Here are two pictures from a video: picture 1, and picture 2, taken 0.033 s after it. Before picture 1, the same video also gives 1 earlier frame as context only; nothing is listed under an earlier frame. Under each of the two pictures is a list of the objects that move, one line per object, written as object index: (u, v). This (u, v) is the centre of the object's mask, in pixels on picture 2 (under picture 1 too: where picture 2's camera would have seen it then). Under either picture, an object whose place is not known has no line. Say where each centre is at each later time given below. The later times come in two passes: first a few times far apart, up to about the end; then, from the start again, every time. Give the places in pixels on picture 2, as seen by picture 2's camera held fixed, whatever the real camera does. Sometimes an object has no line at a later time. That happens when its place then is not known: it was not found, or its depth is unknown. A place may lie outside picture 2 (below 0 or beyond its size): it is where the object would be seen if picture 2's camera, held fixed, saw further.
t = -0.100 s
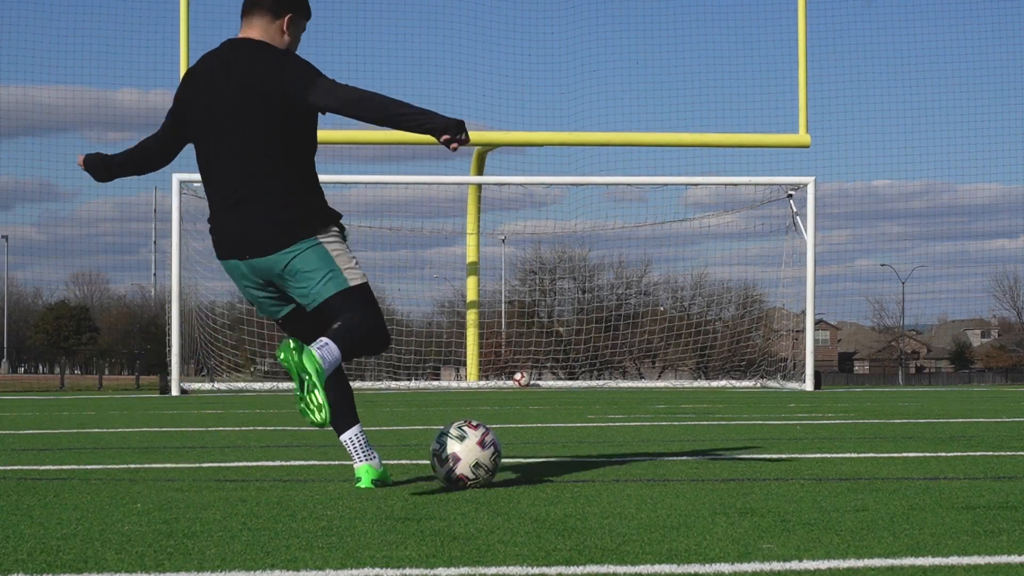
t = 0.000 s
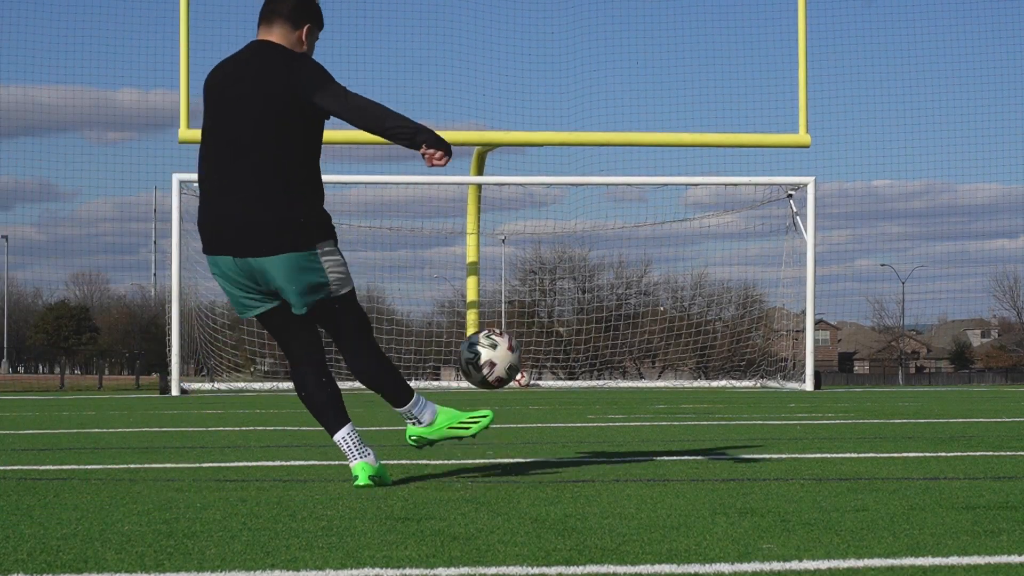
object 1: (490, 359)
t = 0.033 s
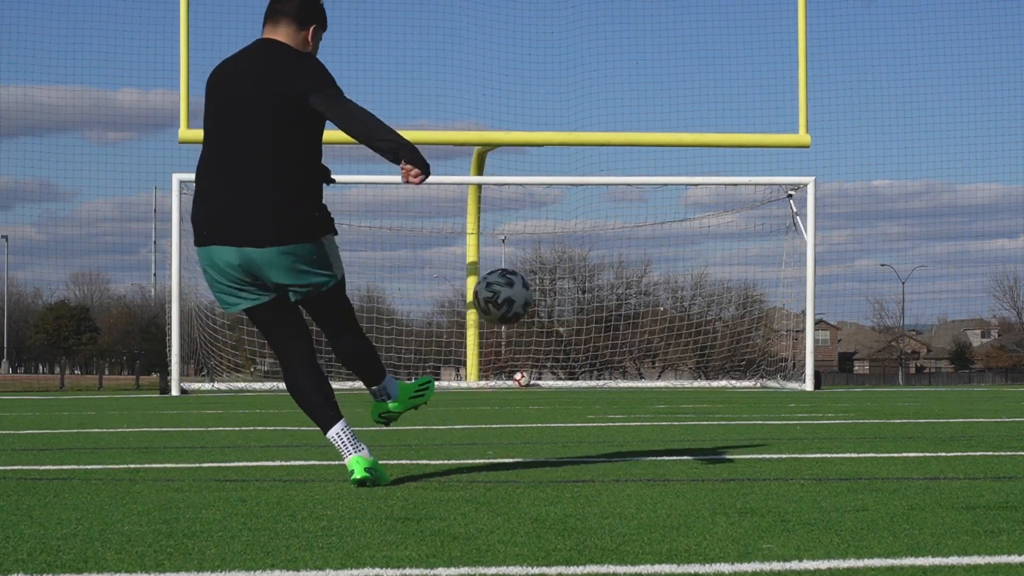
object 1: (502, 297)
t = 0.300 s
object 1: (533, 72)
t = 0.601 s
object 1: (505, 43)
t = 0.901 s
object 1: (472, 114)
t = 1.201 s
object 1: (449, 222)
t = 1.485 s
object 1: (431, 309)
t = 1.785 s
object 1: (423, 362)
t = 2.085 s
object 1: (423, 375)
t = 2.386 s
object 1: (418, 375)
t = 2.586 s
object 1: (417, 377)
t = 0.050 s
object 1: (507, 270)
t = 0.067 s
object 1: (512, 245)
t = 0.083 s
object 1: (516, 223)
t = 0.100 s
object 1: (520, 203)
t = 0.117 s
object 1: (523, 185)
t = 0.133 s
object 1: (526, 169)
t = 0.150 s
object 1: (528, 154)
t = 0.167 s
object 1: (530, 141)
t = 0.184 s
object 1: (531, 129)
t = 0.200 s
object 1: (532, 119)
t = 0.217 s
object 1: (533, 109)
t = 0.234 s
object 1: (533, 100)
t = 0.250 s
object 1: (533, 92)
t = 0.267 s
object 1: (533, 85)
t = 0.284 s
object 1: (533, 78)
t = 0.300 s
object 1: (533, 72)
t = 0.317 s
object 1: (532, 66)
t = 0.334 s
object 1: (531, 61)
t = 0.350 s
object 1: (531, 57)
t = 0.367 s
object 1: (530, 53)
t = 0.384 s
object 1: (529, 49)
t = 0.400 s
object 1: (528, 46)
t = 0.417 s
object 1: (527, 43)
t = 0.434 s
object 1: (525, 41)
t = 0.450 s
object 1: (524, 39)
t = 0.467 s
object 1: (522, 37)
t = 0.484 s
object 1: (520, 36)
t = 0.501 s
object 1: (518, 36)
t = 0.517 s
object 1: (516, 36)
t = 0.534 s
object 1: (514, 37)
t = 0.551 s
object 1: (511, 38)
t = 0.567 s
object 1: (509, 39)
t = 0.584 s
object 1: (507, 41)
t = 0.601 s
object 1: (505, 43)
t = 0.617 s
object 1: (503, 45)
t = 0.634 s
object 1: (500, 48)
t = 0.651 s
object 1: (499, 51)
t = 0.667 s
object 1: (496, 54)
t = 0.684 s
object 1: (495, 57)
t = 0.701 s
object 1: (493, 60)
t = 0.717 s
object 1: (491, 64)
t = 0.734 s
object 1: (489, 68)
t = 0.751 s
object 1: (487, 72)
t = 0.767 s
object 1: (485, 76)
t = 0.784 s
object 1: (483, 81)
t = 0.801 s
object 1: (481, 85)
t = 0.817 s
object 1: (479, 90)
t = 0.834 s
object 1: (477, 94)
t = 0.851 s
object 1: (476, 99)
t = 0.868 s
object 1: (475, 104)
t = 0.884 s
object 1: (473, 109)
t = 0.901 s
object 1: (472, 114)
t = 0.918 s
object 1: (471, 120)
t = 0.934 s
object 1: (469, 125)
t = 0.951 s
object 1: (468, 131)
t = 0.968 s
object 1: (467, 136)
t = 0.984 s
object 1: (467, 142)
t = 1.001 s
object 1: (465, 147)
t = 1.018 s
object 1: (463, 153)
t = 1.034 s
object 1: (462, 159)
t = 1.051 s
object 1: (461, 165)
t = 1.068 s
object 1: (460, 170)
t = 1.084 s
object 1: (459, 177)
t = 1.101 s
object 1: (458, 183)
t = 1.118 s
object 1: (457, 189)
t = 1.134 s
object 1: (455, 195)
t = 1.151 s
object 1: (454, 202)
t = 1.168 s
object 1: (452, 208)
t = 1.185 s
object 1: (451, 215)
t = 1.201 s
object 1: (449, 222)
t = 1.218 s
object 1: (448, 229)
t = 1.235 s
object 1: (446, 236)
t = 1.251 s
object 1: (444, 243)
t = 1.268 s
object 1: (443, 250)
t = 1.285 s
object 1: (442, 256)
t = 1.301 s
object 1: (441, 261)
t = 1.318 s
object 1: (439, 266)
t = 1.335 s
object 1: (439, 271)
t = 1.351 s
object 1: (437, 275)
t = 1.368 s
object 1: (436, 278)
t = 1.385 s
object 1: (436, 283)
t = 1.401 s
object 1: (435, 287)
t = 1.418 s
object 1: (434, 291)
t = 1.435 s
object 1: (434, 295)
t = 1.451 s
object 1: (434, 300)
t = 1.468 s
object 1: (432, 303)
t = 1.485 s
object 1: (431, 309)
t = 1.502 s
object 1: (430, 313)
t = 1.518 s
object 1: (429, 318)
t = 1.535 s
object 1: (429, 323)
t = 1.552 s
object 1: (428, 328)
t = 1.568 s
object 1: (427, 333)
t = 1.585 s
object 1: (427, 339)
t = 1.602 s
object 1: (427, 345)
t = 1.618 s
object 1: (426, 350)
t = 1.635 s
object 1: (425, 356)
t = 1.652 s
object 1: (425, 362)
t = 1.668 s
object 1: (424, 368)
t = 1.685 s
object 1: (423, 373)
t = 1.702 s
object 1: (423, 372)
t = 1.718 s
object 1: (423, 370)
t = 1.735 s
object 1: (423, 368)
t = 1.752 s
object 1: (423, 366)
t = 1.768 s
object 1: (423, 364)
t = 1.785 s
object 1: (423, 362)
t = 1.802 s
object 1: (423, 361)
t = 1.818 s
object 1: (423, 360)
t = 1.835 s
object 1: (423, 359)
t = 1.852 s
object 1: (423, 358)
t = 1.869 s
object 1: (423, 358)
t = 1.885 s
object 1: (423, 358)
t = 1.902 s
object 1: (423, 359)
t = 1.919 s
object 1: (423, 359)
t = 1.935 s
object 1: (423, 359)
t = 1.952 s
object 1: (423, 361)
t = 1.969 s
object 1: (423, 362)
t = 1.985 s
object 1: (423, 364)
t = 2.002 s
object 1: (424, 366)
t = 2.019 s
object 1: (423, 368)
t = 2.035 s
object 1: (423, 370)
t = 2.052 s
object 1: (423, 372)
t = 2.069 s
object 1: (423, 374)
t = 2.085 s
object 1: (423, 375)
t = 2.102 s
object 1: (423, 375)
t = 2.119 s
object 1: (423, 375)
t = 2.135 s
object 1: (422, 374)
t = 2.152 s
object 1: (421, 374)
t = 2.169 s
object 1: (421, 374)
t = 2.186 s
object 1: (421, 374)
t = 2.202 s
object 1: (420, 375)
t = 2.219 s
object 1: (420, 375)
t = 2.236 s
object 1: (419, 374)
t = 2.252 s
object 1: (419, 375)
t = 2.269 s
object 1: (419, 375)
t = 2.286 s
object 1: (419, 375)
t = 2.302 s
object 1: (419, 375)
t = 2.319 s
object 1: (419, 375)
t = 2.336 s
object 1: (418, 375)
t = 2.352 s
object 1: (418, 375)
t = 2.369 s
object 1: (418, 375)
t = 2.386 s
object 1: (418, 375)
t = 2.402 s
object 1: (418, 375)
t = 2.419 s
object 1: (418, 376)
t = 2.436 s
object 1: (418, 376)
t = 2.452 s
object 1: (418, 376)
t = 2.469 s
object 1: (418, 377)
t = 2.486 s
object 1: (418, 377)
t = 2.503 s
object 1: (418, 377)
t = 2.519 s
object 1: (418, 377)
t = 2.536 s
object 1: (417, 377)
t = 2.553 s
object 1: (417, 377)
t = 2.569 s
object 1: (417, 377)
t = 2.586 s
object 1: (417, 377)
